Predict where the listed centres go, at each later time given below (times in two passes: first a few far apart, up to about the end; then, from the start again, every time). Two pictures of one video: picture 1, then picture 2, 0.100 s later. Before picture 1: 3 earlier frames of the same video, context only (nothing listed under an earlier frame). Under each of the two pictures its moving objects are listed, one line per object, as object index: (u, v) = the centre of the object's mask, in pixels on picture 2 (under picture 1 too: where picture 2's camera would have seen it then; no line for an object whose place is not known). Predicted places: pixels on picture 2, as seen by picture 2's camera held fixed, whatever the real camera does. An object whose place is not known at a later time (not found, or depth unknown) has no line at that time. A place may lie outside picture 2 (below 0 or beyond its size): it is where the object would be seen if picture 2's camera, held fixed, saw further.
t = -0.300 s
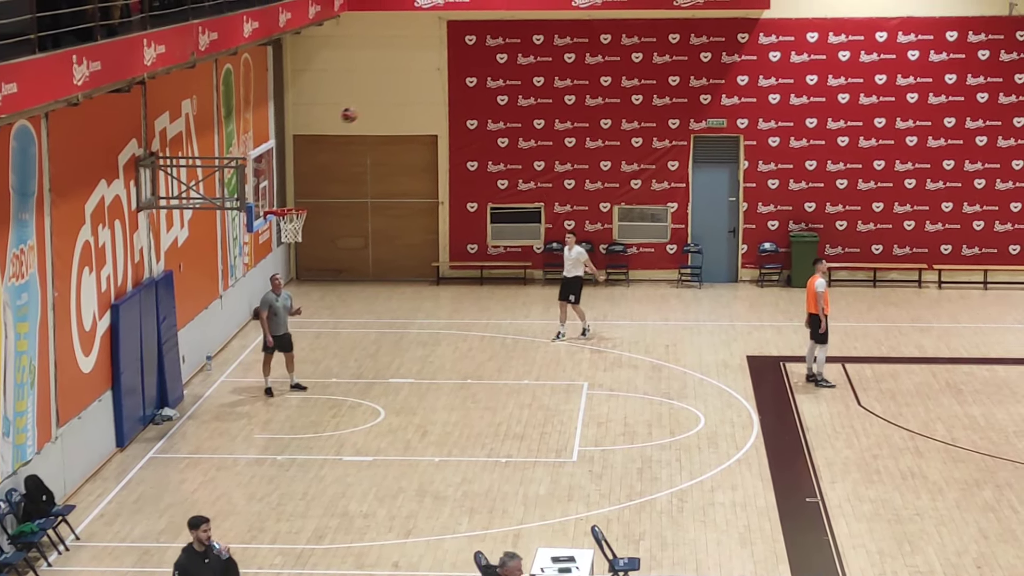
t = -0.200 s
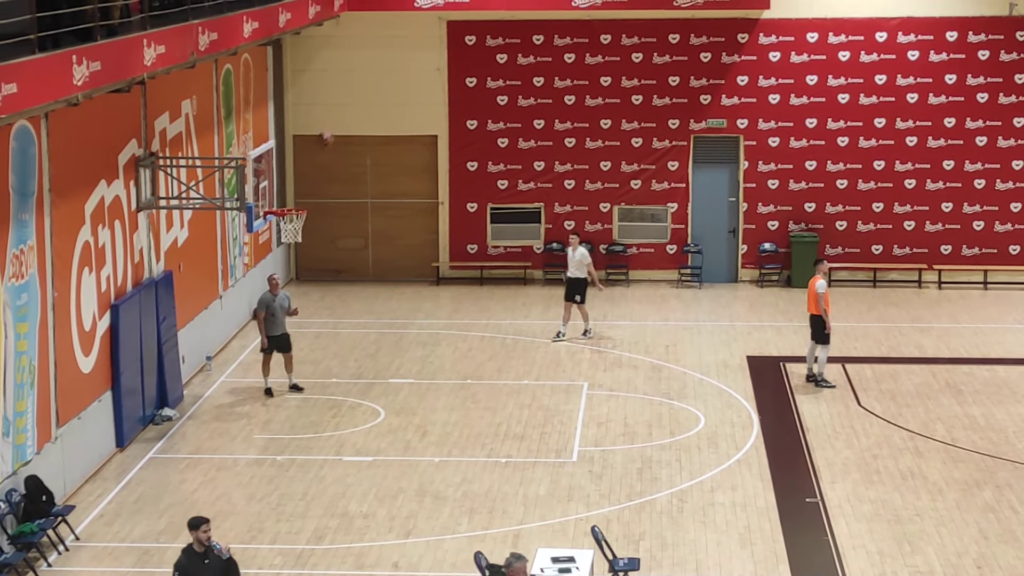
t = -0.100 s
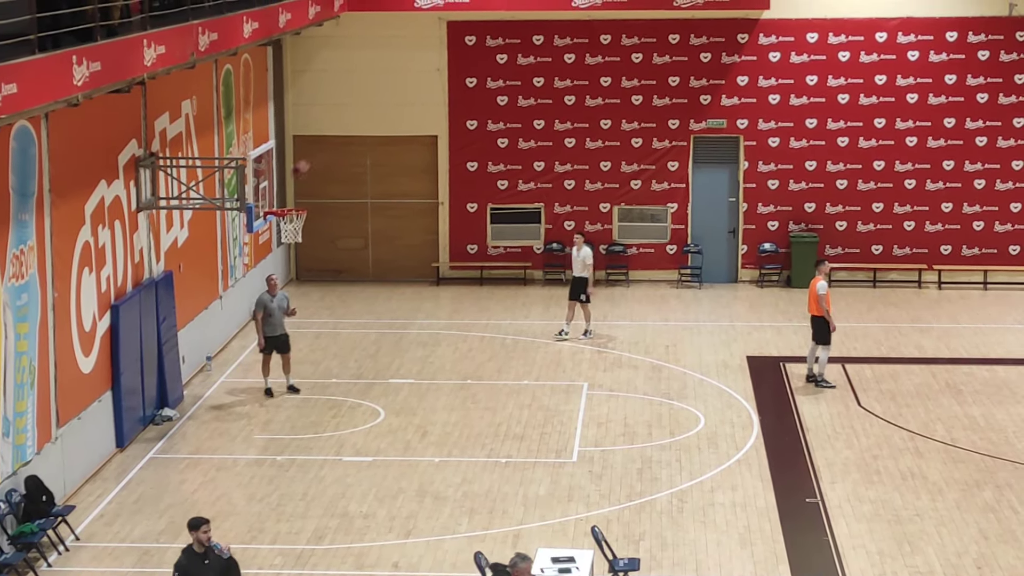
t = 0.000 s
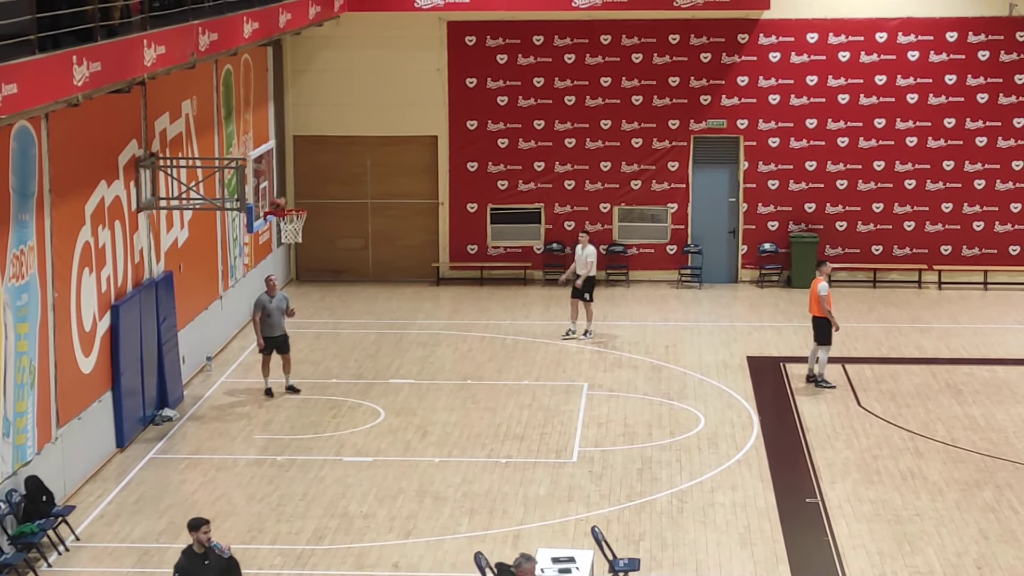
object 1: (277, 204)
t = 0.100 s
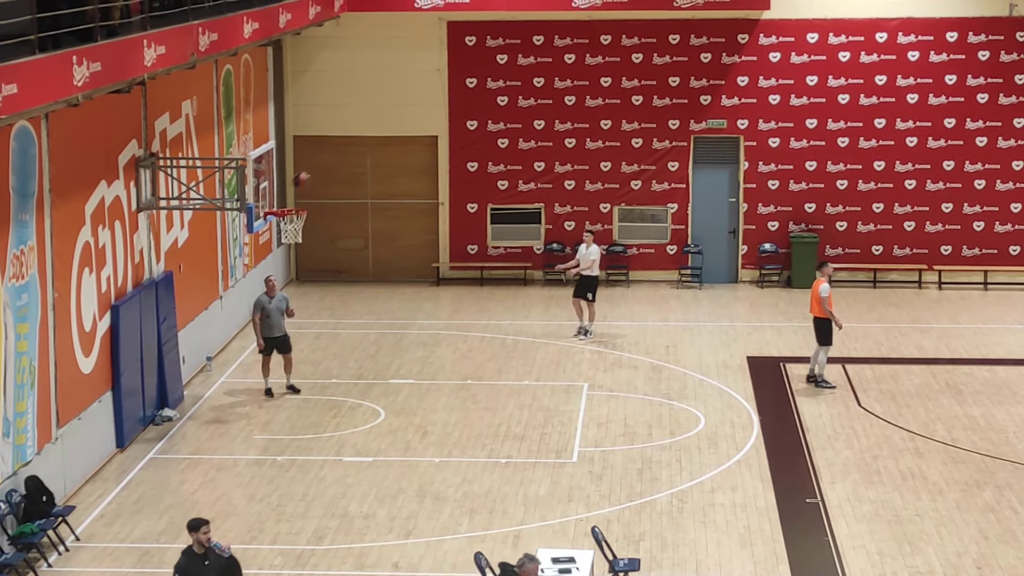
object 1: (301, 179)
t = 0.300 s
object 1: (349, 149)
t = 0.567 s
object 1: (412, 151)
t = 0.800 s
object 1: (469, 192)
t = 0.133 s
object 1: (309, 172)
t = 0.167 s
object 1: (317, 167)
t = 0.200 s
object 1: (324, 160)
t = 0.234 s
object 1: (332, 156)
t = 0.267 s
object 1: (340, 152)
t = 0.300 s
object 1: (349, 149)
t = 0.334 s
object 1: (356, 145)
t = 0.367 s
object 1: (364, 145)
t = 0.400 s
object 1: (372, 143)
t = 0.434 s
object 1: (380, 143)
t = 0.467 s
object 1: (387, 144)
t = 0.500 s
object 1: (395, 146)
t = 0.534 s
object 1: (404, 147)
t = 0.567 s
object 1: (412, 151)
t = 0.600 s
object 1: (420, 155)
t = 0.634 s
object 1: (428, 157)
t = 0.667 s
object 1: (437, 163)
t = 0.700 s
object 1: (443, 171)
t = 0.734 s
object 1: (452, 177)
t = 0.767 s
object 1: (460, 185)
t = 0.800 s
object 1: (469, 192)
